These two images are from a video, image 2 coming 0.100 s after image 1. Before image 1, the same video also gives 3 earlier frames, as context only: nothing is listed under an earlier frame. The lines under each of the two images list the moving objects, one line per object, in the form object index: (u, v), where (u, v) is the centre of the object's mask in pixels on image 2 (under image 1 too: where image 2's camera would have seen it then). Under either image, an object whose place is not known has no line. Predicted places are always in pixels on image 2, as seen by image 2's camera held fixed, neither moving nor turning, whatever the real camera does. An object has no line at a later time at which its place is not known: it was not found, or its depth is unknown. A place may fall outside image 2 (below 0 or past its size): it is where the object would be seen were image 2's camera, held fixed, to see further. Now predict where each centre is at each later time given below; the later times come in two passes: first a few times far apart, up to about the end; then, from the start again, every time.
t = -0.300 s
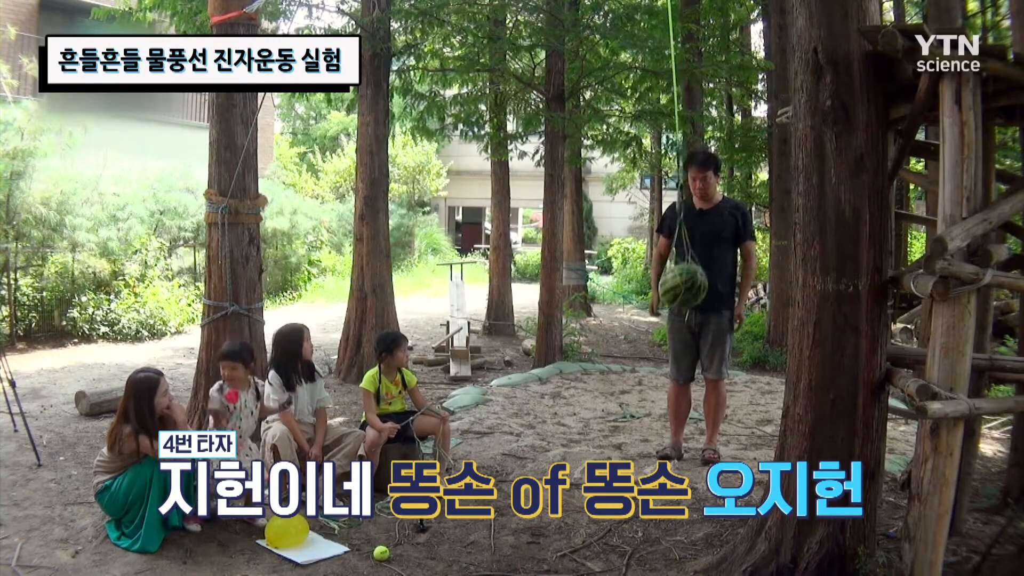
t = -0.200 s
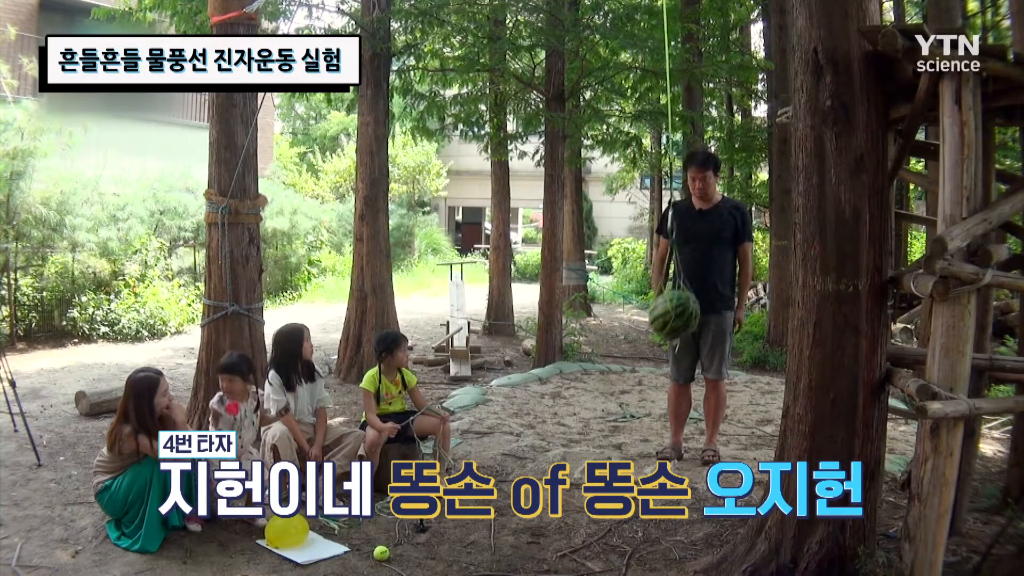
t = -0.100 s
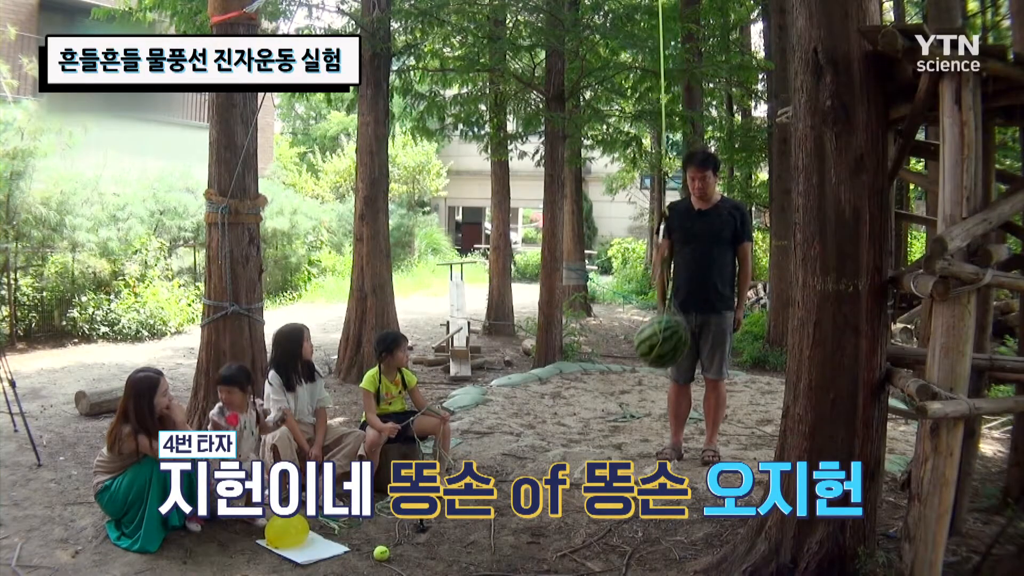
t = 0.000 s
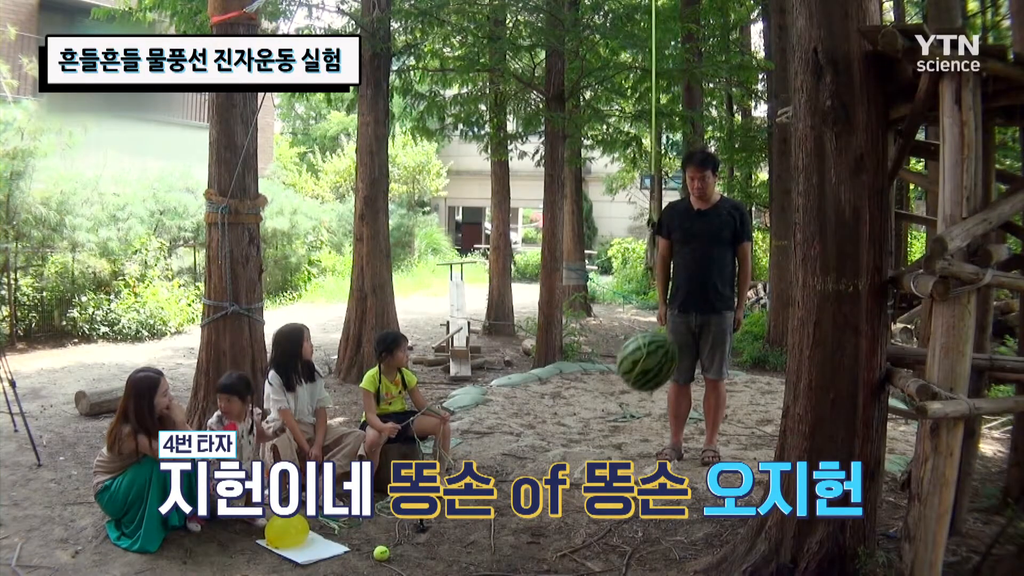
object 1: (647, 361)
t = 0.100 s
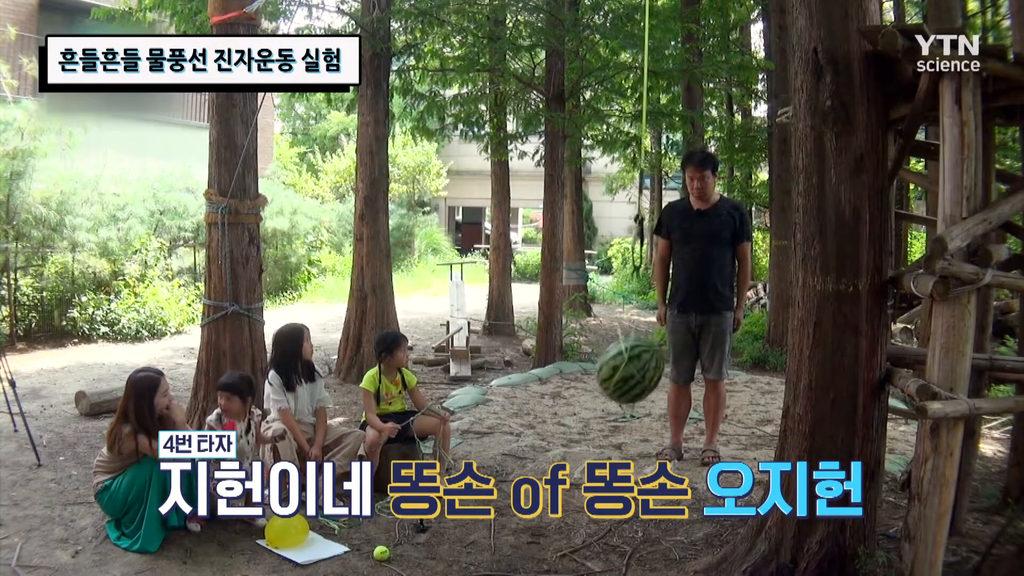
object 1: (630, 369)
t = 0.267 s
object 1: (595, 352)
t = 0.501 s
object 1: (548, 272)
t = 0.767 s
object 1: (519, 208)
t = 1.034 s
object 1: (535, 270)
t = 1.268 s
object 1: (578, 351)
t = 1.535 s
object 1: (631, 362)
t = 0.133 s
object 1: (623, 369)
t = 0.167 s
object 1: (617, 367)
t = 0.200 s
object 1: (610, 364)
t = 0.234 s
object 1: (602, 359)
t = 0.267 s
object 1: (595, 352)
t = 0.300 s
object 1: (588, 344)
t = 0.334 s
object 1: (581, 334)
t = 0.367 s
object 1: (575, 323)
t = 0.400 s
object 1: (568, 310)
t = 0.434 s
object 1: (561, 298)
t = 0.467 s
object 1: (554, 286)
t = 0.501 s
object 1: (548, 272)
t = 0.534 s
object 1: (542, 259)
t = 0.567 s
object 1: (537, 247)
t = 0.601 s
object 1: (533, 235)
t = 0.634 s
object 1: (528, 226)
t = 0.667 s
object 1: (525, 218)
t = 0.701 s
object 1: (523, 213)
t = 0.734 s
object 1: (520, 210)
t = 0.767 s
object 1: (519, 208)
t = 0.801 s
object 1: (518, 209)
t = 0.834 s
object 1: (519, 212)
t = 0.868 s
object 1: (520, 217)
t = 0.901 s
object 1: (521, 224)
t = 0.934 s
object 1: (524, 233)
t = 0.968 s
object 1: (527, 244)
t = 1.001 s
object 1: (531, 256)
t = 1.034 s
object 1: (535, 270)
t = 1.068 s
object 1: (539, 283)
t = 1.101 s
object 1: (545, 297)
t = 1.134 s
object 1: (551, 309)
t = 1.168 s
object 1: (558, 322)
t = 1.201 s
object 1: (565, 333)
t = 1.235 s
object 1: (571, 343)
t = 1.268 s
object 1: (578, 351)
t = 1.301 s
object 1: (585, 358)
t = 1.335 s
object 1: (592, 363)
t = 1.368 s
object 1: (599, 367)
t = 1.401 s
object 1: (606, 369)
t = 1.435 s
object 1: (613, 369)
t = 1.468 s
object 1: (619, 368)
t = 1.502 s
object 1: (625, 365)
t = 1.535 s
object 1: (631, 362)
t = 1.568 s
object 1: (637, 357)
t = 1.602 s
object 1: (642, 351)
